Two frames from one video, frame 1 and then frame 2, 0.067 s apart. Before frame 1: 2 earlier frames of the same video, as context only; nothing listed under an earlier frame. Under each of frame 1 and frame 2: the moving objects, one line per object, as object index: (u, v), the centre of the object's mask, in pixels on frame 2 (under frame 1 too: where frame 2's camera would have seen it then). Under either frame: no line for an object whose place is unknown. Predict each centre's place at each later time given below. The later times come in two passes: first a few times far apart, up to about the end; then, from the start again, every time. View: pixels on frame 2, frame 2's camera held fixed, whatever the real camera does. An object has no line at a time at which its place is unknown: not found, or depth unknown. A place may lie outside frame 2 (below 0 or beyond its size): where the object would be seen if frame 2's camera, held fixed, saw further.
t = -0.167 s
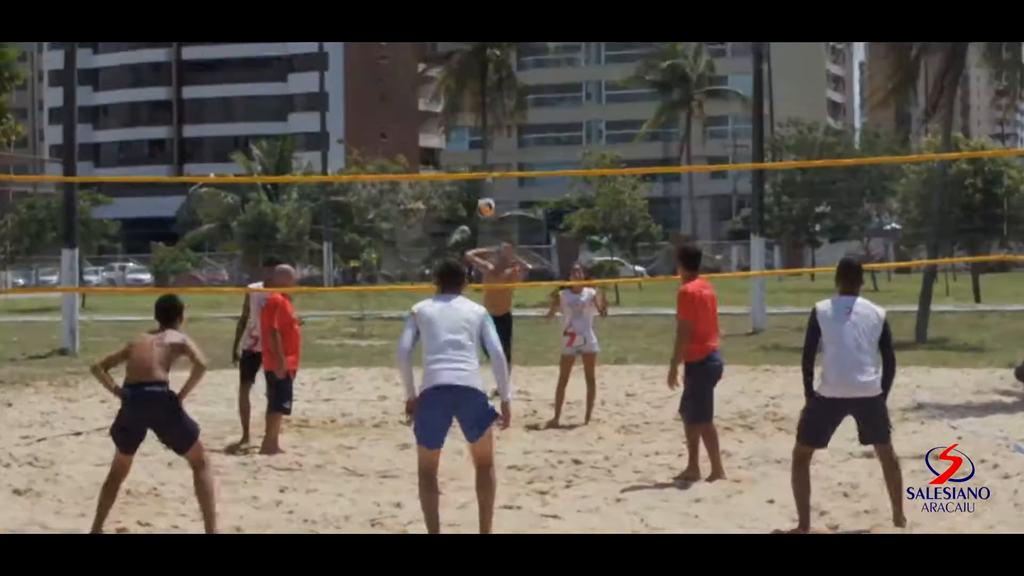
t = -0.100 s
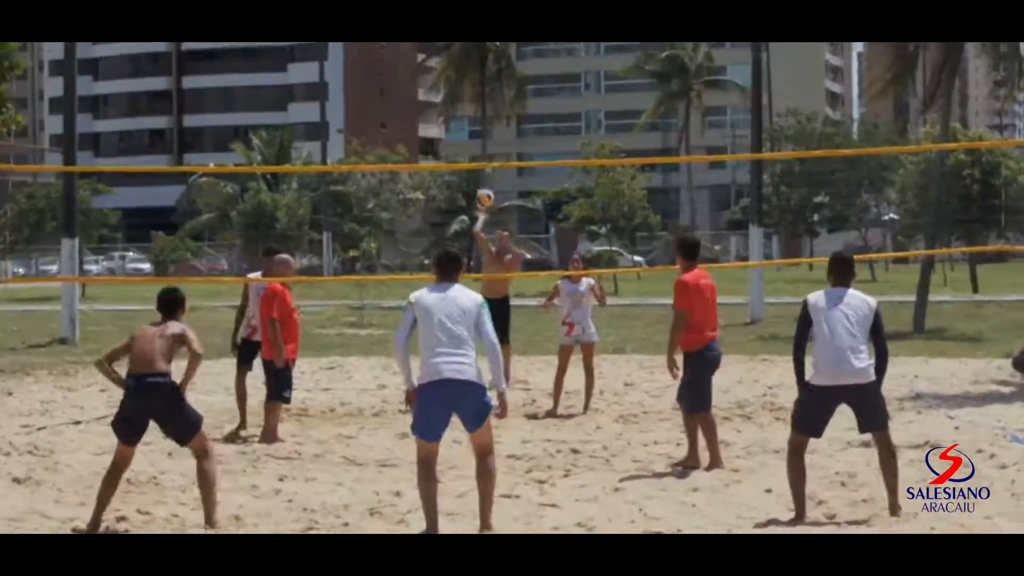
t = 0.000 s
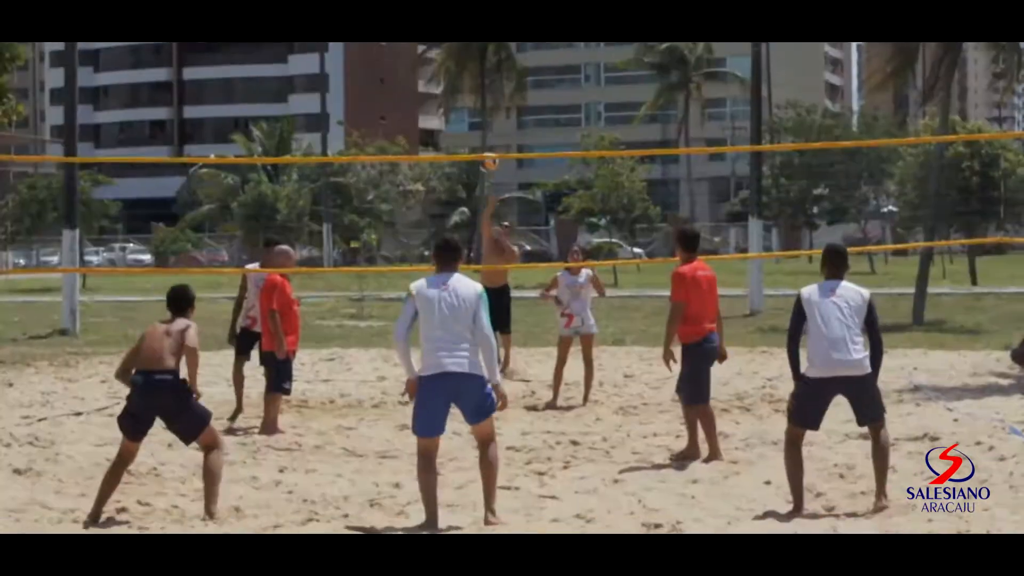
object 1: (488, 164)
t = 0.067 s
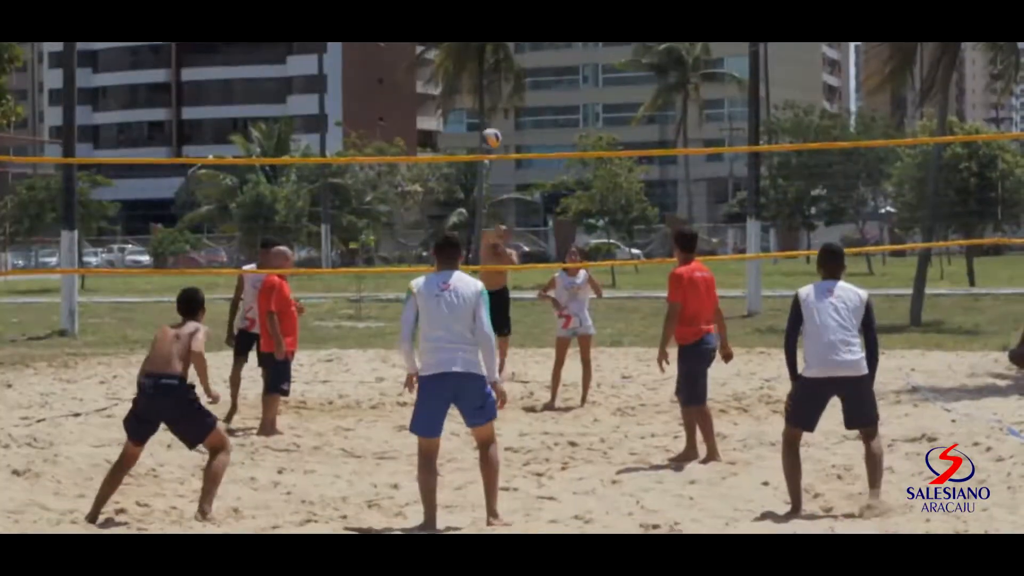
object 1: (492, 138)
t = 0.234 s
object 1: (508, 86)
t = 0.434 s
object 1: (539, 51)
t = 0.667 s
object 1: (591, 64)
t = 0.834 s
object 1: (638, 128)
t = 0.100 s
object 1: (495, 125)
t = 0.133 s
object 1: (497, 115)
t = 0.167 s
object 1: (501, 105)
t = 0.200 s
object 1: (505, 95)
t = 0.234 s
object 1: (508, 86)
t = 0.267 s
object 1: (512, 78)
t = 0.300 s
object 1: (517, 71)
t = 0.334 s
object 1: (522, 64)
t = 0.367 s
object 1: (527, 60)
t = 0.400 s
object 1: (532, 55)
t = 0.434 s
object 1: (539, 51)
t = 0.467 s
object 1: (544, 49)
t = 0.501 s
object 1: (551, 47)
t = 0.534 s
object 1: (558, 47)
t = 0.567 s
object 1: (565, 49)
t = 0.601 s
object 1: (573, 52)
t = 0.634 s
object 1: (582, 57)
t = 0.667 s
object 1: (591, 64)
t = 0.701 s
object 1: (600, 73)
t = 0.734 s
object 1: (609, 84)
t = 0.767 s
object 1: (618, 97)
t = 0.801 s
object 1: (628, 111)
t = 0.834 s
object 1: (638, 128)
